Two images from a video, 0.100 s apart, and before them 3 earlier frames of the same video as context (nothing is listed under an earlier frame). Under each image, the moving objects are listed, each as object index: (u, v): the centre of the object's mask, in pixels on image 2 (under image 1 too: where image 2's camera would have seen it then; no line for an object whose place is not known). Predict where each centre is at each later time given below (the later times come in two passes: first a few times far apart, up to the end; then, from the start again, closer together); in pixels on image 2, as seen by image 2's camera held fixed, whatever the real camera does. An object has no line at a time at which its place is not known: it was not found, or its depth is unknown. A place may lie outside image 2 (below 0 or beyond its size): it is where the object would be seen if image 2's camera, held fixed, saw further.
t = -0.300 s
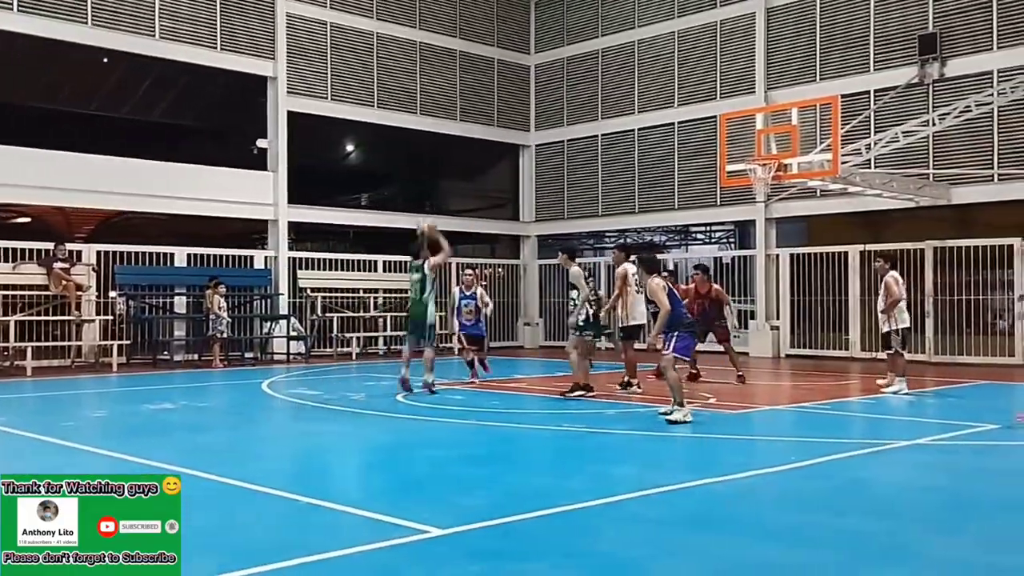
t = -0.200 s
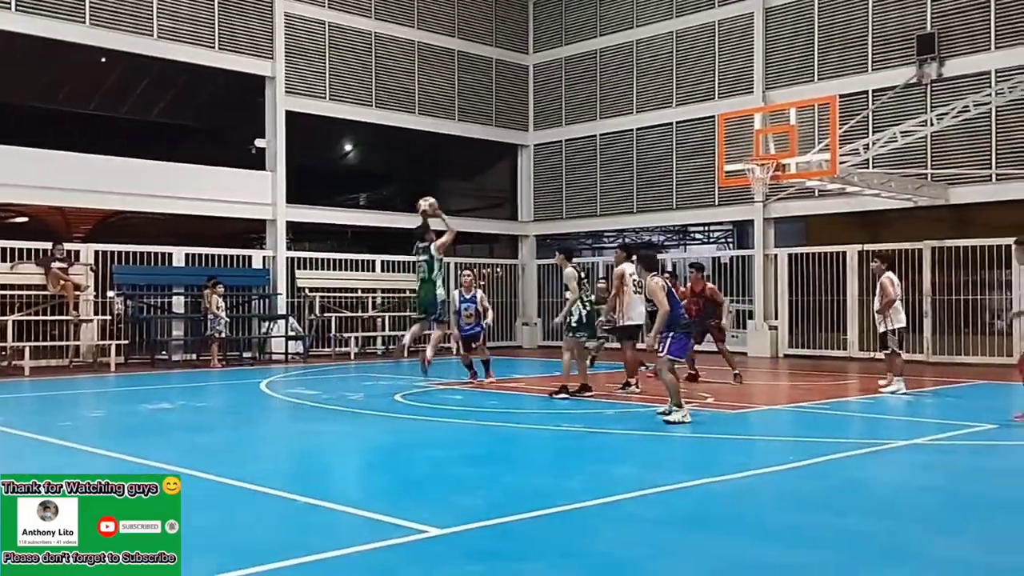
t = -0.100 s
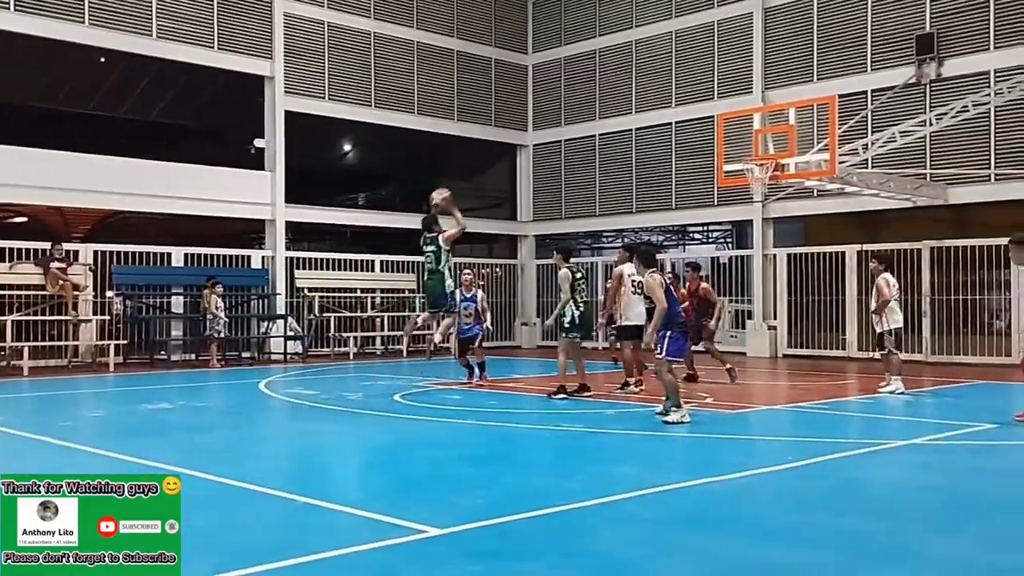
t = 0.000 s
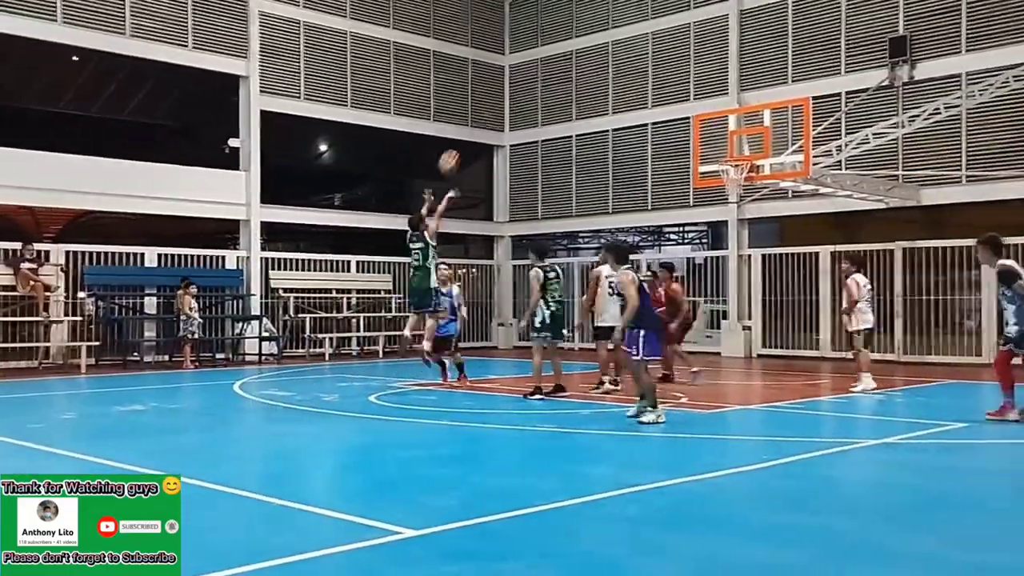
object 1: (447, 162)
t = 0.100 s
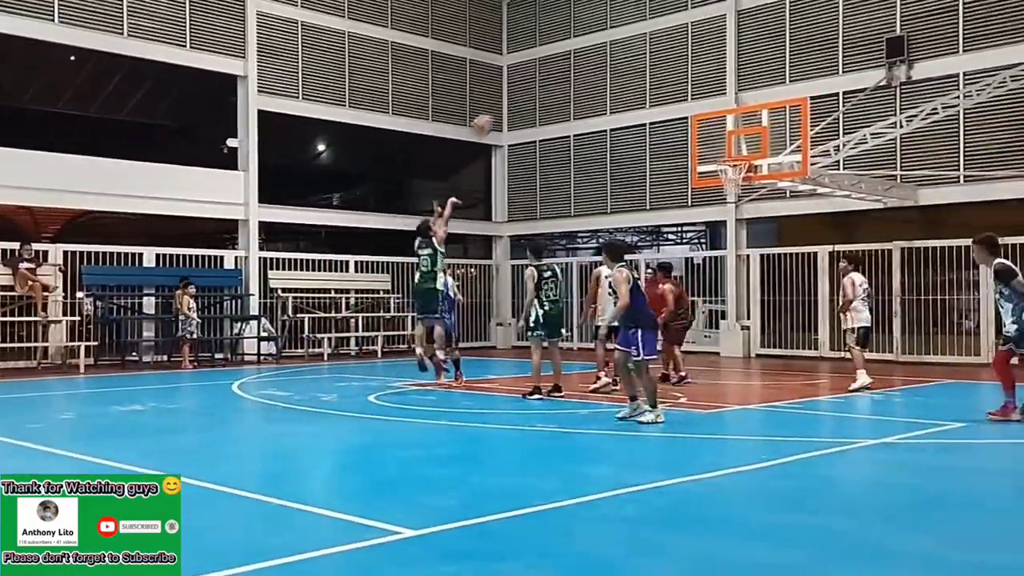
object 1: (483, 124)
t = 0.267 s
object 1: (538, 81)
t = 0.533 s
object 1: (616, 66)
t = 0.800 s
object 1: (687, 105)
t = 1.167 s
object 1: (721, 141)
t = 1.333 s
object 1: (702, 137)
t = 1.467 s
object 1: (686, 146)
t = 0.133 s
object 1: (493, 113)
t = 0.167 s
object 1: (504, 103)
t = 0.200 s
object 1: (516, 94)
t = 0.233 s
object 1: (528, 87)
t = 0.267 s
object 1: (538, 81)
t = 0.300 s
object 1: (547, 77)
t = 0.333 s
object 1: (558, 72)
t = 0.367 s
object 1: (568, 69)
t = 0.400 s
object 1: (578, 66)
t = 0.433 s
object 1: (589, 65)
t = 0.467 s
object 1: (597, 64)
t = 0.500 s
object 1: (607, 65)
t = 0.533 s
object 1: (616, 66)
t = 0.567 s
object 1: (626, 69)
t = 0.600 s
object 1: (635, 71)
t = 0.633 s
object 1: (644, 76)
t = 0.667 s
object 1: (653, 80)
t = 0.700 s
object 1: (662, 84)
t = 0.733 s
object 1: (670, 90)
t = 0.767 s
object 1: (679, 97)
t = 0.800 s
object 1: (687, 105)
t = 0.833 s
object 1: (695, 112)
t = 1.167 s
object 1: (721, 141)
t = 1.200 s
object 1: (717, 139)
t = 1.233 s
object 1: (714, 138)
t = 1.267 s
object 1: (709, 136)
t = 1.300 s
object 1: (706, 136)
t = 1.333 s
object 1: (702, 137)
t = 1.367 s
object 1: (698, 138)
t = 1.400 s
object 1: (694, 140)
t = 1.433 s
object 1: (689, 143)
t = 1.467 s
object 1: (686, 146)
